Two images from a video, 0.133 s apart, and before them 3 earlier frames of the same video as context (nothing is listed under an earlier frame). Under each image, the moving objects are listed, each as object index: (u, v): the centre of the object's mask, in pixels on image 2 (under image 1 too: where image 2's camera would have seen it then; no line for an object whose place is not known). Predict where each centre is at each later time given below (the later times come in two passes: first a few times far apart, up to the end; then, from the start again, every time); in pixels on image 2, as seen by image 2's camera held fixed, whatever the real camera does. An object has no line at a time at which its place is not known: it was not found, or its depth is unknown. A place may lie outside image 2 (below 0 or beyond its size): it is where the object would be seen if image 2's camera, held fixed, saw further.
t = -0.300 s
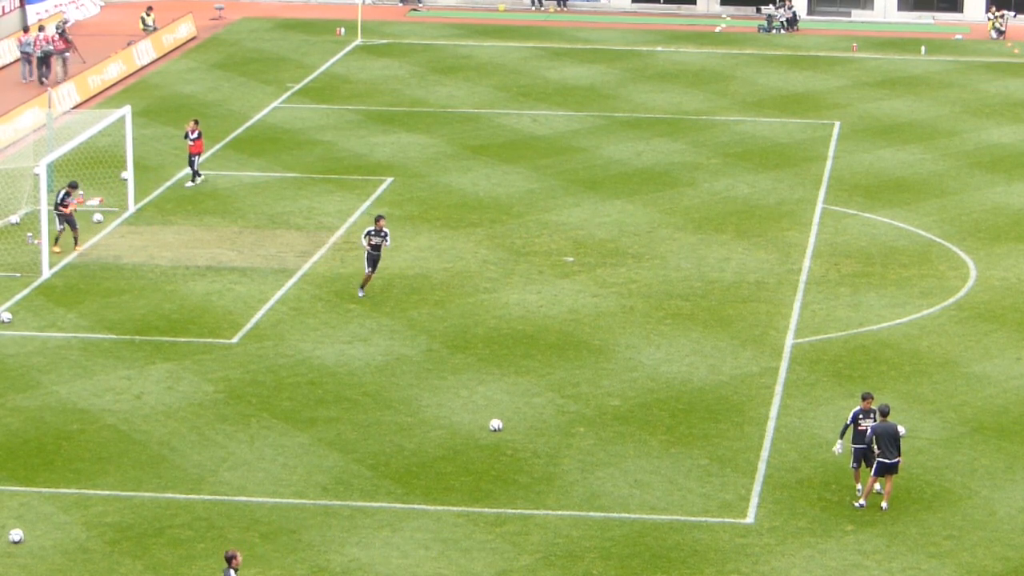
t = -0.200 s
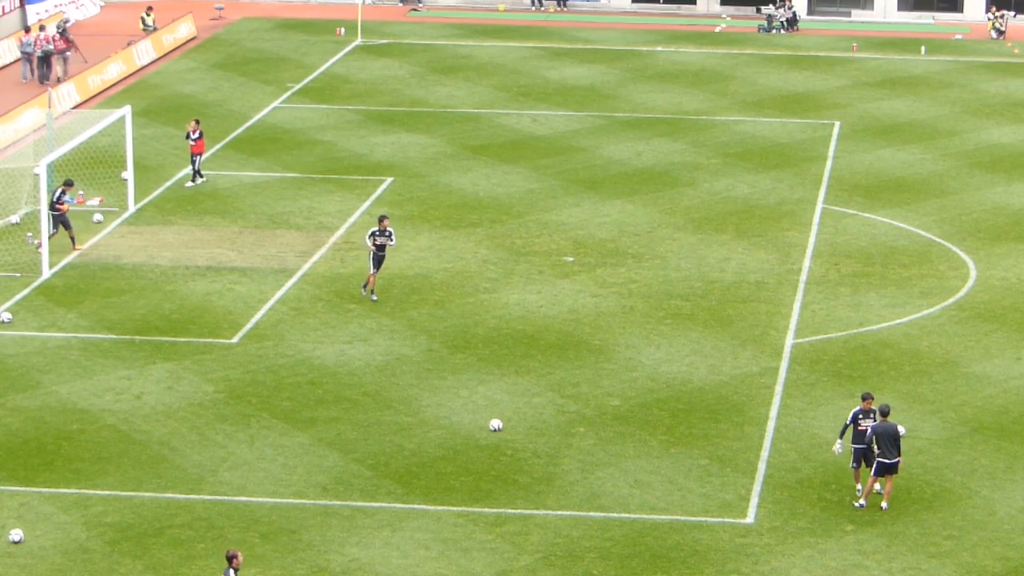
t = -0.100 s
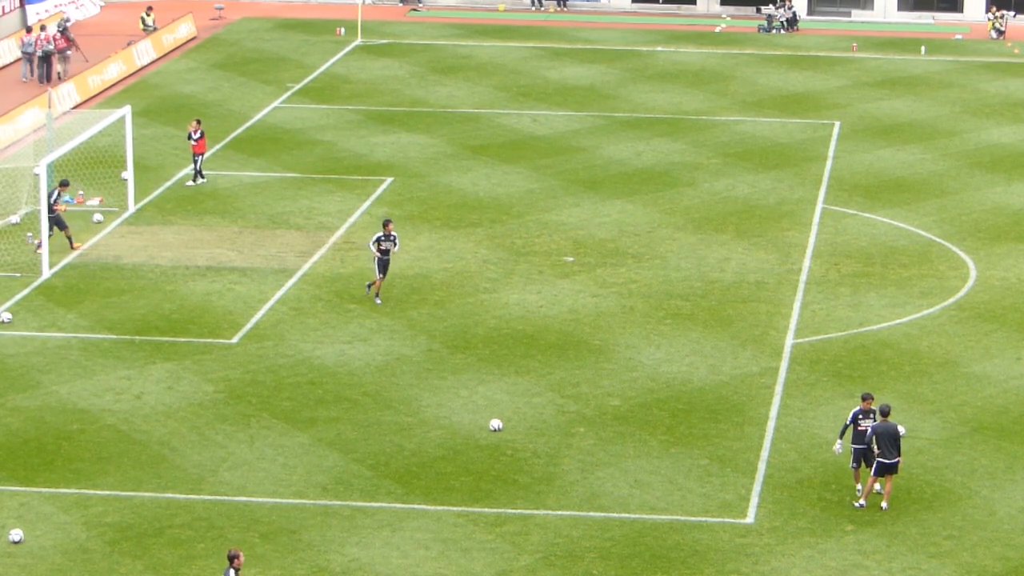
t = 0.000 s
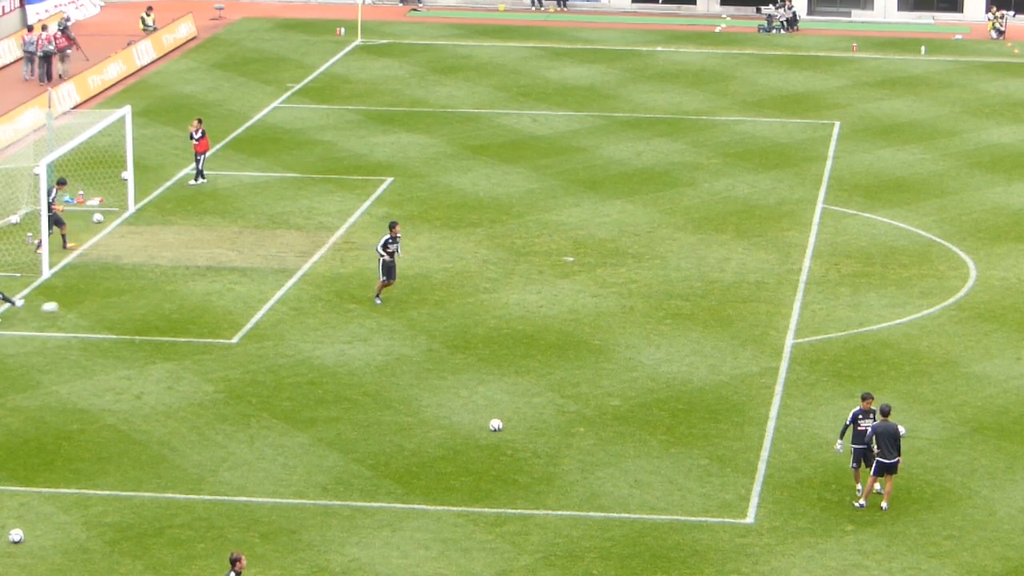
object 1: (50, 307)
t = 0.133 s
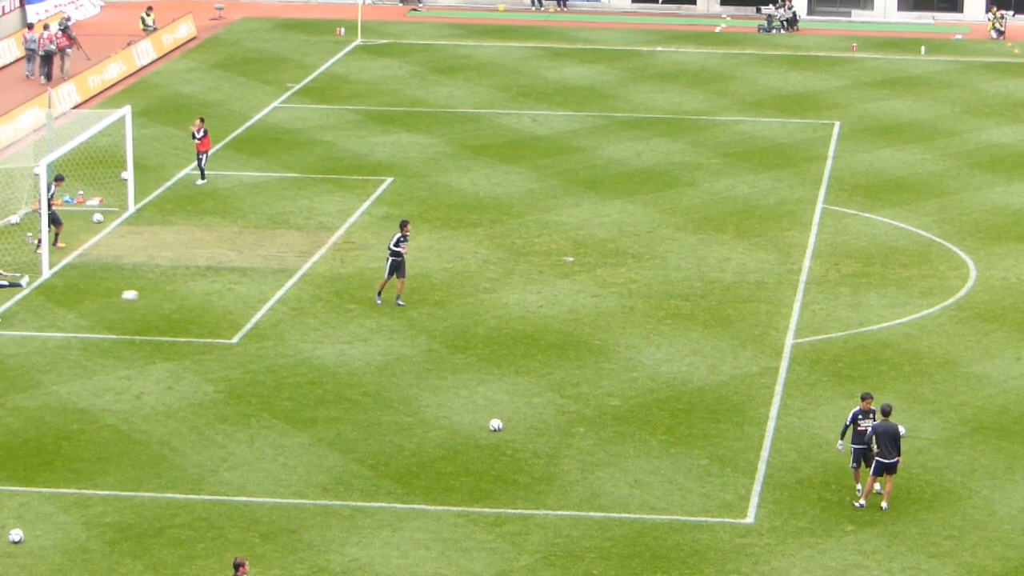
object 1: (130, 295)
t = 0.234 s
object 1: (187, 291)
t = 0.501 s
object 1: (323, 282)
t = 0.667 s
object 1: (396, 278)
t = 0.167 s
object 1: (149, 294)
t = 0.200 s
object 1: (168, 292)
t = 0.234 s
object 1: (187, 291)
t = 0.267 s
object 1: (206, 292)
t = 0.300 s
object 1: (225, 293)
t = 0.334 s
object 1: (243, 295)
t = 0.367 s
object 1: (261, 295)
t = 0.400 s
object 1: (276, 291)
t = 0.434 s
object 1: (293, 287)
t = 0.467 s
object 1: (307, 284)
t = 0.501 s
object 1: (323, 282)
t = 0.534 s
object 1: (338, 280)
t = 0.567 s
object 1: (352, 279)
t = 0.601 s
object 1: (367, 278)
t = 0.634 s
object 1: (381, 278)
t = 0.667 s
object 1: (396, 278)
